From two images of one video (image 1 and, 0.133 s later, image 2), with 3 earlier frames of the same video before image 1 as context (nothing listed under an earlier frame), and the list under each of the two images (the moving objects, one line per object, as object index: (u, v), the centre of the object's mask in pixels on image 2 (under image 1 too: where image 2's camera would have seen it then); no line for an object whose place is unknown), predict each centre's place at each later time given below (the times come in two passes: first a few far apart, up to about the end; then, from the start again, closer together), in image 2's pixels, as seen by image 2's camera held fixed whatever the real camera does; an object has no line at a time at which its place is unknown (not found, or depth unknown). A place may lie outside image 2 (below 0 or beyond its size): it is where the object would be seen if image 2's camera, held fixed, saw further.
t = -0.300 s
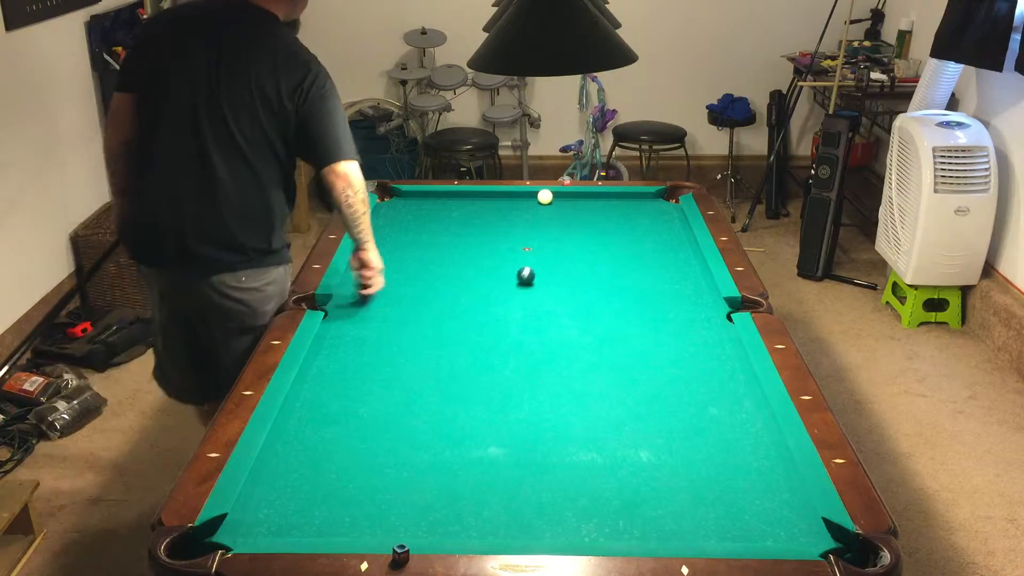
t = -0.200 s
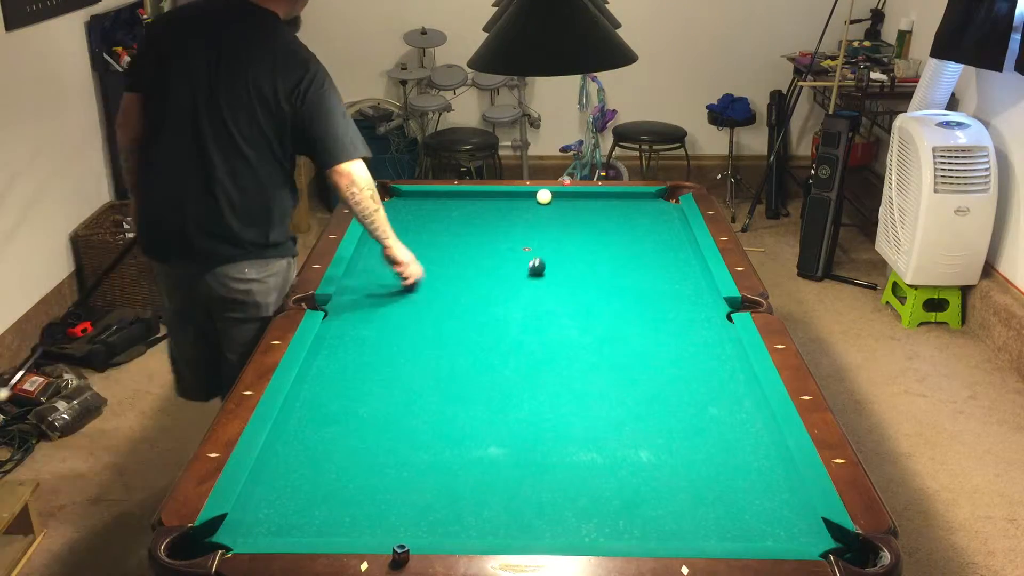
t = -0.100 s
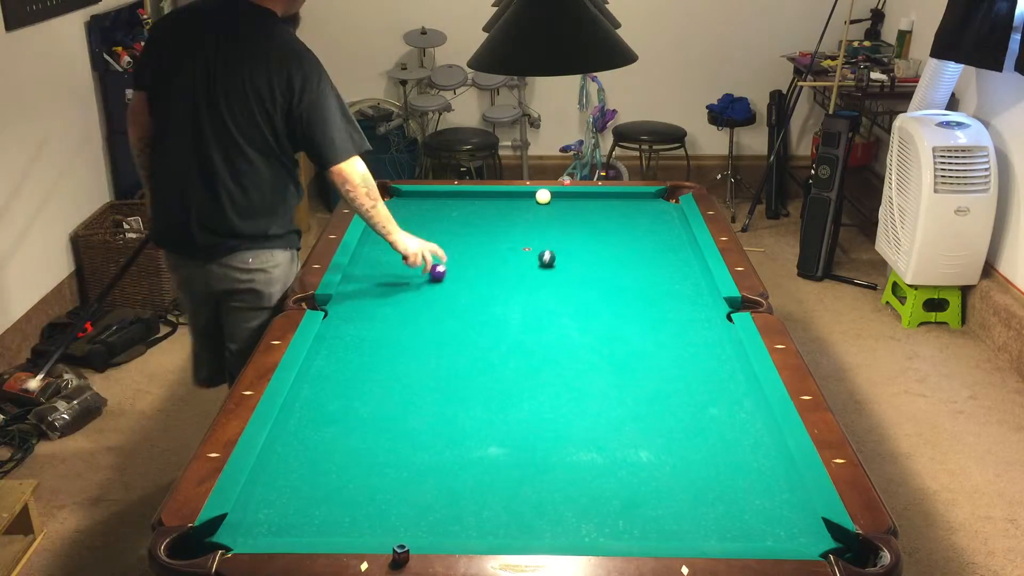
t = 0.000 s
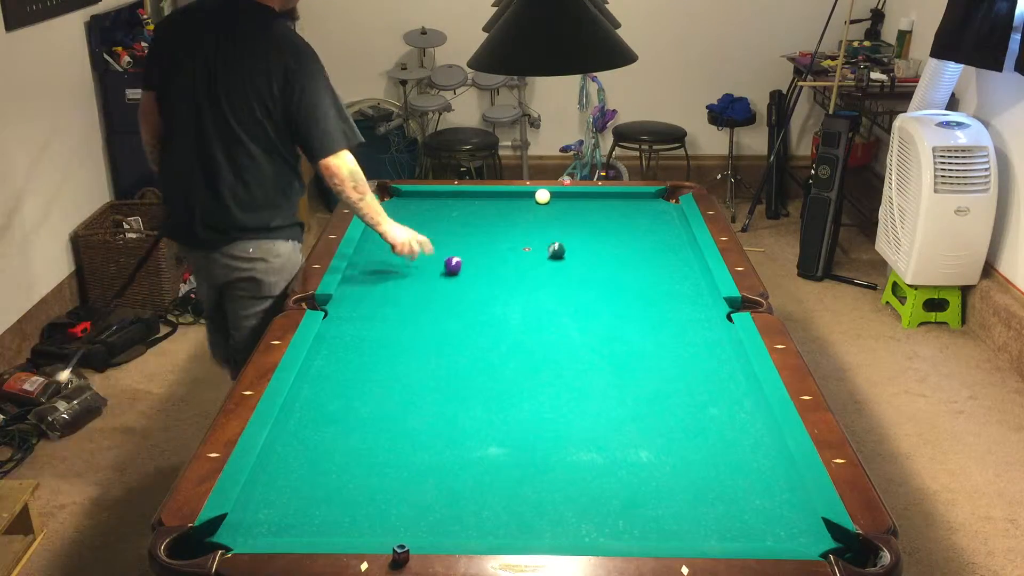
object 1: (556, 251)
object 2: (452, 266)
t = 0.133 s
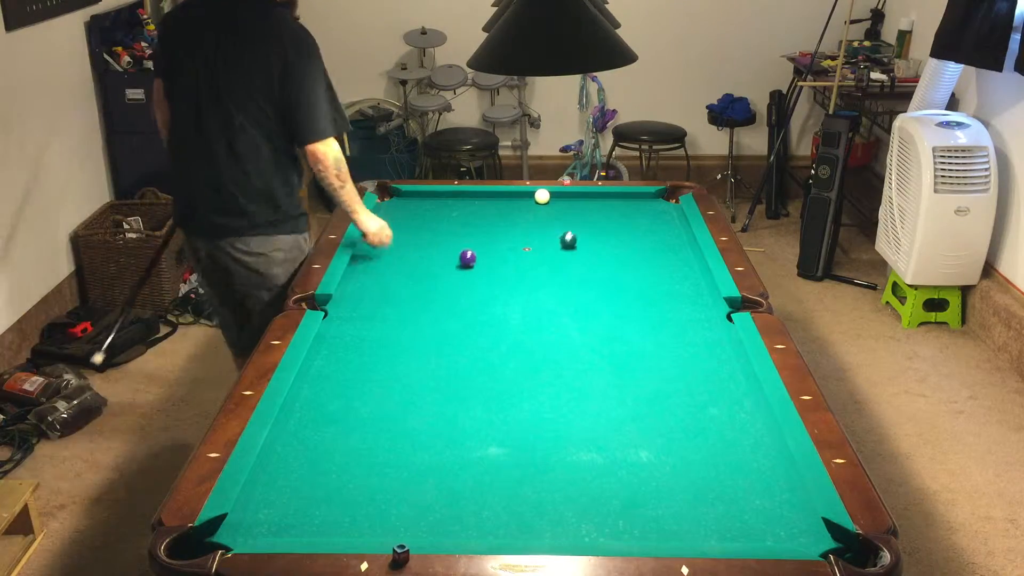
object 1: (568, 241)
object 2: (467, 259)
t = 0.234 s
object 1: (577, 234)
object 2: (478, 254)
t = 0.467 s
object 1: (595, 218)
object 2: (501, 243)
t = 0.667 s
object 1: (609, 207)
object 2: (520, 234)
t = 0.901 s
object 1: (624, 196)
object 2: (539, 225)
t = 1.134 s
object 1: (635, 204)
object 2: (557, 217)
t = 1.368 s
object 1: (647, 212)
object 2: (573, 210)
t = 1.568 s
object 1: (657, 219)
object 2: (585, 204)
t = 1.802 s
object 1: (667, 226)
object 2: (599, 198)
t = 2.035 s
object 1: (678, 234)
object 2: (610, 197)
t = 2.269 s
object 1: (689, 242)
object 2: (617, 201)
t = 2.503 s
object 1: (687, 247)
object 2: (625, 204)
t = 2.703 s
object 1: (686, 251)
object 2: (630, 206)
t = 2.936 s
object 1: (685, 256)
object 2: (636, 209)
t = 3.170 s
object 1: (683, 261)
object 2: (641, 212)
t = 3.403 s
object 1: (682, 265)
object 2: (645, 214)
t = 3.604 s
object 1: (681, 268)
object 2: (648, 215)
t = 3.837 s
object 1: (680, 271)
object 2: (650, 217)
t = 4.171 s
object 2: (651, 217)
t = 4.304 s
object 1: (677, 276)
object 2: (652, 218)
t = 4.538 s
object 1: (677, 279)
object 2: (652, 219)
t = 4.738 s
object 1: (676, 280)
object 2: (652, 219)
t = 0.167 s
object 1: (572, 238)
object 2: (471, 258)
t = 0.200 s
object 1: (574, 236)
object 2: (474, 256)
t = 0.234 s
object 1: (577, 234)
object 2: (478, 254)
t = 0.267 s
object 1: (580, 231)
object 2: (482, 252)
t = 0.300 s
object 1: (582, 229)
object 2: (485, 251)
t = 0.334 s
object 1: (585, 227)
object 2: (488, 249)
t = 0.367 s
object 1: (588, 225)
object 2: (492, 248)
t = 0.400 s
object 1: (590, 222)
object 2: (495, 246)
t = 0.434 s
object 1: (593, 221)
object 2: (498, 244)
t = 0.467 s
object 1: (595, 218)
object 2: (501, 243)
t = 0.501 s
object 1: (598, 216)
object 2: (504, 242)
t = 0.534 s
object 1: (600, 214)
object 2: (508, 240)
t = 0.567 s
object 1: (602, 213)
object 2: (511, 239)
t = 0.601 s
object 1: (605, 210)
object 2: (514, 237)
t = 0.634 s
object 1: (607, 208)
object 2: (517, 236)
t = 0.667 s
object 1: (609, 207)
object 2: (520, 234)
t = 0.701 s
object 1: (612, 204)
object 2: (523, 233)
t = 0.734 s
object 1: (613, 203)
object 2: (526, 232)
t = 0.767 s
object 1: (616, 201)
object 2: (528, 230)
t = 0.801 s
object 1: (619, 199)
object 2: (531, 229)
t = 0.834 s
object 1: (621, 197)
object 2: (534, 228)
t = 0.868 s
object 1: (623, 196)
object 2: (536, 227)
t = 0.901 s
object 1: (624, 196)
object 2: (539, 225)
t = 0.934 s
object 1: (626, 197)
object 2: (542, 224)
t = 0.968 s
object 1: (628, 199)
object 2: (545, 223)
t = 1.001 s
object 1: (629, 200)
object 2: (547, 222)
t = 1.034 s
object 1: (631, 201)
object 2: (550, 221)
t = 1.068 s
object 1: (633, 202)
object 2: (552, 219)
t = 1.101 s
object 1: (634, 203)
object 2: (554, 218)
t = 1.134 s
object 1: (635, 204)
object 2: (557, 217)
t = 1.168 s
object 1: (637, 205)
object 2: (559, 216)
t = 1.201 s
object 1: (639, 207)
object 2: (562, 215)
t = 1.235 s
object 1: (640, 208)
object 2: (564, 214)
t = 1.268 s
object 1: (642, 209)
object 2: (567, 213)
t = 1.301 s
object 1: (644, 210)
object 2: (569, 211)
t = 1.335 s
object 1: (645, 211)
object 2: (571, 211)
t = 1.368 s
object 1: (647, 212)
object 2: (573, 210)
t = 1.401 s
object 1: (649, 213)
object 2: (575, 209)
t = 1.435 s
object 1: (650, 214)
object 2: (578, 208)
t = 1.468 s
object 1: (651, 215)
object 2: (580, 207)
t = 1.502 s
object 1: (653, 216)
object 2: (582, 205)
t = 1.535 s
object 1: (656, 218)
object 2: (584, 204)
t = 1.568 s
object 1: (657, 219)
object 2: (585, 204)
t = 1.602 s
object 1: (658, 220)
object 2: (588, 203)
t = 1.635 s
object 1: (660, 221)
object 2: (590, 202)
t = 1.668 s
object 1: (661, 222)
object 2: (592, 201)
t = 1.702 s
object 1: (662, 223)
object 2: (594, 200)
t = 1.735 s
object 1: (664, 224)
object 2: (596, 200)
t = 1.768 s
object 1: (666, 225)
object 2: (598, 199)
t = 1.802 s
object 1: (667, 226)
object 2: (599, 198)
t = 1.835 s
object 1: (669, 228)
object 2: (601, 196)
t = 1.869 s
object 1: (670, 229)
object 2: (603, 196)
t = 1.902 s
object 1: (672, 230)
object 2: (604, 195)
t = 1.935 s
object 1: (674, 231)
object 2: (606, 196)
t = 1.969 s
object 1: (676, 232)
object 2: (607, 196)
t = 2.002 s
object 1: (677, 233)
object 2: (608, 197)
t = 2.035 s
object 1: (678, 234)
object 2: (610, 197)
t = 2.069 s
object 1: (680, 235)
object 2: (610, 198)
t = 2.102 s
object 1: (681, 236)
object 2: (612, 198)
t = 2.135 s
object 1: (682, 237)
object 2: (612, 199)
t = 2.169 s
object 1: (684, 239)
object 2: (613, 199)
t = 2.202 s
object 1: (686, 240)
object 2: (615, 200)
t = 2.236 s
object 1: (687, 240)
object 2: (616, 200)
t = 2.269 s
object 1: (689, 242)
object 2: (617, 201)
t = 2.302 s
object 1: (688, 242)
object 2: (618, 201)
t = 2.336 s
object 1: (688, 243)
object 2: (619, 202)
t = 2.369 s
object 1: (688, 244)
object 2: (620, 202)
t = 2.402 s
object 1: (688, 244)
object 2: (622, 203)
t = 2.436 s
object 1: (687, 245)
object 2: (622, 203)
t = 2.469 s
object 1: (688, 246)
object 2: (624, 203)
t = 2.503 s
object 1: (687, 247)
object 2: (625, 204)
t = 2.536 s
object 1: (687, 247)
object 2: (626, 204)
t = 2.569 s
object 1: (687, 248)
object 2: (626, 205)
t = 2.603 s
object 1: (686, 248)
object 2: (627, 205)
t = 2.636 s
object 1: (686, 249)
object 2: (628, 206)
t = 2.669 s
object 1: (686, 250)
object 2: (629, 206)
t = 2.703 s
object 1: (686, 251)
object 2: (630, 206)
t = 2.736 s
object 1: (686, 252)
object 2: (631, 207)
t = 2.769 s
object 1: (686, 252)
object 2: (632, 207)
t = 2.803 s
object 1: (685, 253)
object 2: (633, 208)
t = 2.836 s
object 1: (685, 254)
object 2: (634, 208)
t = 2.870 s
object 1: (685, 255)
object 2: (634, 208)
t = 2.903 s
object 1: (685, 255)
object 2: (635, 209)
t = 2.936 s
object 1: (685, 256)
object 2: (636, 209)
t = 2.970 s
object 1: (684, 256)
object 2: (637, 210)
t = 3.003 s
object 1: (684, 257)
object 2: (637, 210)
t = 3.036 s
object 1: (684, 258)
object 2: (638, 210)
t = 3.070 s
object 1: (684, 258)
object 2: (639, 211)
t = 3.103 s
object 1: (683, 259)
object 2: (640, 211)
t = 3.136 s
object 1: (683, 260)
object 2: (640, 211)
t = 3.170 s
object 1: (683, 261)
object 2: (641, 212)
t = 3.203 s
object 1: (683, 261)
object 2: (641, 212)
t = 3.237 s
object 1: (683, 262)
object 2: (642, 212)
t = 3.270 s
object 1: (682, 262)
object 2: (642, 213)
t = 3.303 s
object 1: (682, 263)
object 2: (643, 213)
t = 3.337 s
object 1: (682, 263)
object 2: (644, 213)
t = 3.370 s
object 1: (682, 264)
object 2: (644, 214)
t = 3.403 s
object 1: (682, 265)
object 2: (645, 214)
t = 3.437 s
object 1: (681, 265)
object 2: (645, 214)
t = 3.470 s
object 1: (681, 266)
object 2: (646, 214)
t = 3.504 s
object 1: (681, 266)
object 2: (646, 214)
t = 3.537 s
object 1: (681, 267)
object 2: (647, 215)
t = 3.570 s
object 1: (681, 267)
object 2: (647, 215)
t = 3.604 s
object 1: (681, 268)
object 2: (648, 215)
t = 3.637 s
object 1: (680, 269)
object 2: (648, 216)
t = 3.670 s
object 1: (680, 269)
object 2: (648, 216)
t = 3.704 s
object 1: (680, 269)
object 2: (649, 216)
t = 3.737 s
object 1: (680, 270)
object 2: (649, 216)
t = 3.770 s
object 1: (680, 270)
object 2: (649, 216)
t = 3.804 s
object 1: (680, 271)
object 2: (649, 217)
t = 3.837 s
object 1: (680, 271)
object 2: (650, 217)
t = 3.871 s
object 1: (679, 272)
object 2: (650, 217)
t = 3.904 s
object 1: (679, 272)
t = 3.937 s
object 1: (679, 272)
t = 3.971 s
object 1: (679, 273)
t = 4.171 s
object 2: (651, 217)
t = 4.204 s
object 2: (652, 218)
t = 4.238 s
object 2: (652, 218)
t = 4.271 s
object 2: (652, 218)
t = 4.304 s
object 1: (677, 276)
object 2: (652, 218)
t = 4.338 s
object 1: (677, 277)
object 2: (652, 219)
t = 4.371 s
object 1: (677, 277)
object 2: (652, 218)
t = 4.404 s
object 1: (677, 277)
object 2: (652, 219)
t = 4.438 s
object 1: (677, 278)
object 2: (652, 219)
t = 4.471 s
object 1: (677, 278)
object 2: (652, 219)
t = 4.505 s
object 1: (676, 278)
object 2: (652, 219)
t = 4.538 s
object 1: (677, 279)
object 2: (652, 219)
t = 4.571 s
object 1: (676, 279)
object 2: (652, 219)
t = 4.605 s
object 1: (676, 279)
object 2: (652, 219)
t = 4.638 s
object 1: (676, 279)
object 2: (652, 219)
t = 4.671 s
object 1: (676, 279)
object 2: (652, 219)
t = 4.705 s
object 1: (676, 280)
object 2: (652, 219)
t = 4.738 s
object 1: (676, 280)
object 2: (652, 219)
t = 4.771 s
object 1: (676, 280)
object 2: (652, 219)
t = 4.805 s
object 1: (676, 280)
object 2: (652, 219)
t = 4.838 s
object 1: (676, 280)
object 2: (652, 219)
